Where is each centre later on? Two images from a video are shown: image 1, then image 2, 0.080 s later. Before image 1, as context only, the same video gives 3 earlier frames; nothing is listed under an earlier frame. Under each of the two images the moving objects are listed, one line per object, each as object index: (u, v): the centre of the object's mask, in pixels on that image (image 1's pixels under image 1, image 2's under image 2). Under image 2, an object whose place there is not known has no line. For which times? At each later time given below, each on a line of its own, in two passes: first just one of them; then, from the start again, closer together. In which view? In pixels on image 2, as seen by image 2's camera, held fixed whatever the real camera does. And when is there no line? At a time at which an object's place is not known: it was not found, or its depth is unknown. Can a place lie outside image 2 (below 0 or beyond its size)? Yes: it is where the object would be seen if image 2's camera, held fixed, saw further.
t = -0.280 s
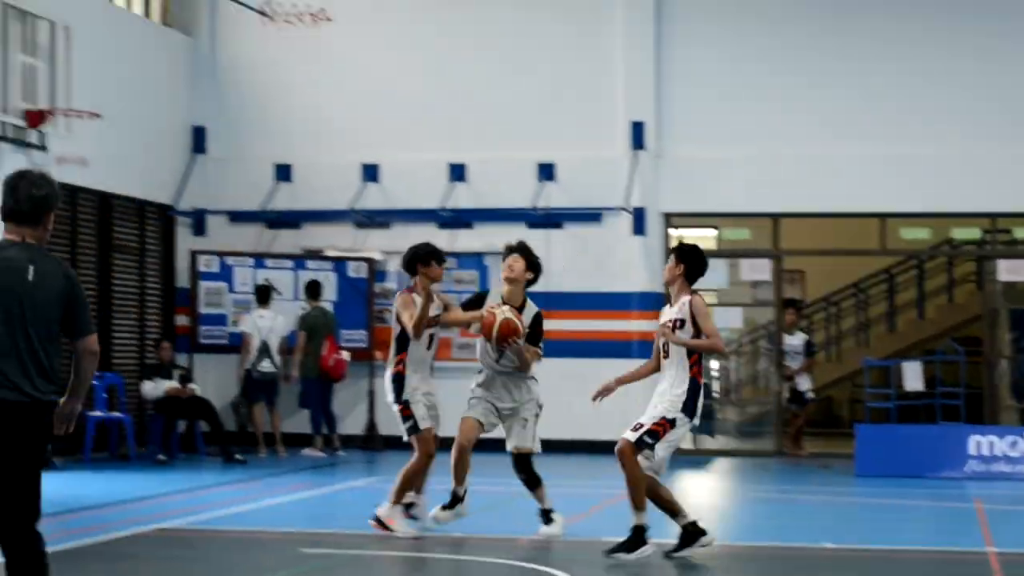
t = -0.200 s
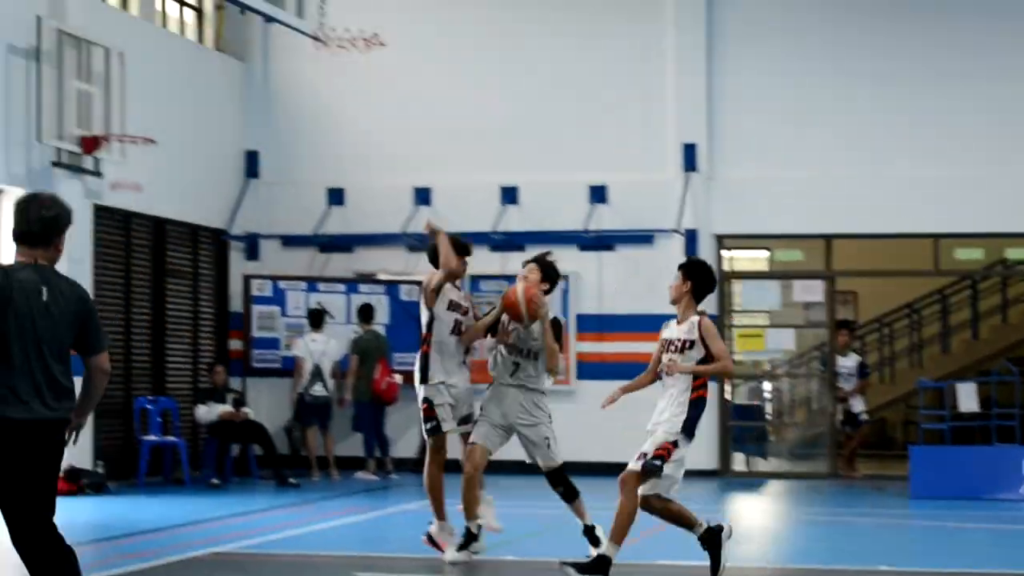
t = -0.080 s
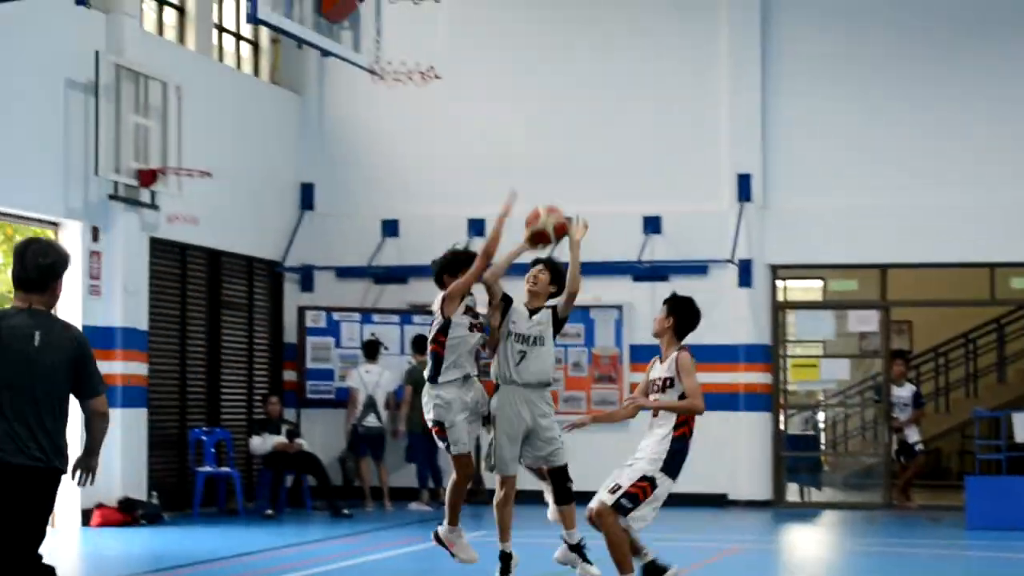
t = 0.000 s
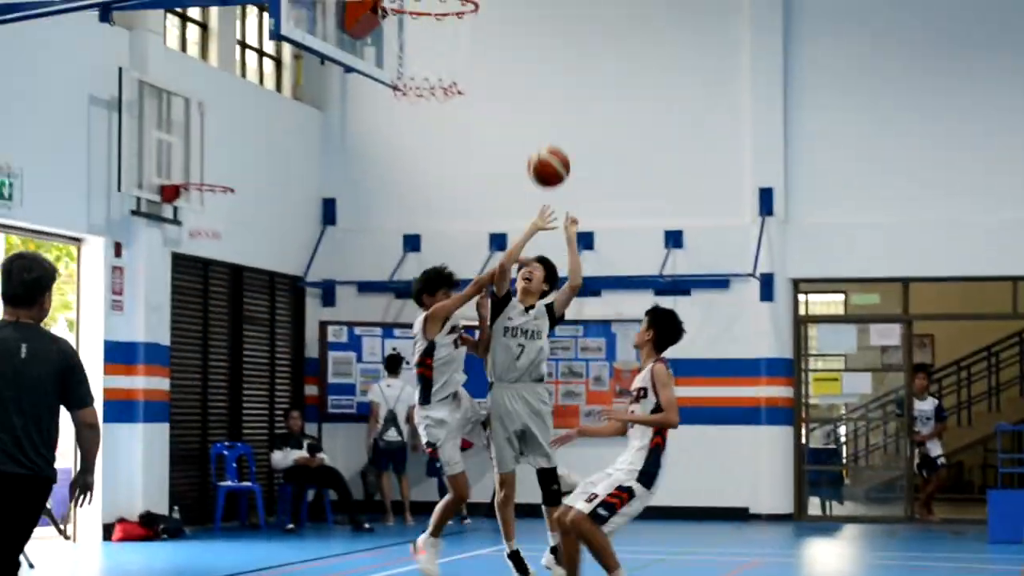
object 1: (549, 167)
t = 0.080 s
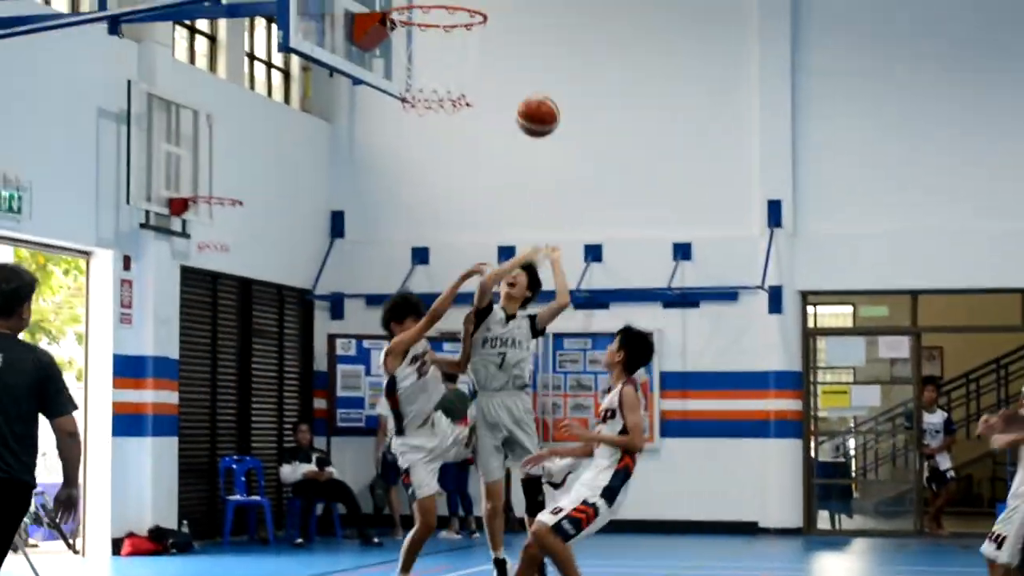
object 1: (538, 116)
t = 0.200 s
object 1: (507, 37)
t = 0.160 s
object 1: (517, 61)
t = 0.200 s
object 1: (507, 37)
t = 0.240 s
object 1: (499, 15)
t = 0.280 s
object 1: (488, -4)
